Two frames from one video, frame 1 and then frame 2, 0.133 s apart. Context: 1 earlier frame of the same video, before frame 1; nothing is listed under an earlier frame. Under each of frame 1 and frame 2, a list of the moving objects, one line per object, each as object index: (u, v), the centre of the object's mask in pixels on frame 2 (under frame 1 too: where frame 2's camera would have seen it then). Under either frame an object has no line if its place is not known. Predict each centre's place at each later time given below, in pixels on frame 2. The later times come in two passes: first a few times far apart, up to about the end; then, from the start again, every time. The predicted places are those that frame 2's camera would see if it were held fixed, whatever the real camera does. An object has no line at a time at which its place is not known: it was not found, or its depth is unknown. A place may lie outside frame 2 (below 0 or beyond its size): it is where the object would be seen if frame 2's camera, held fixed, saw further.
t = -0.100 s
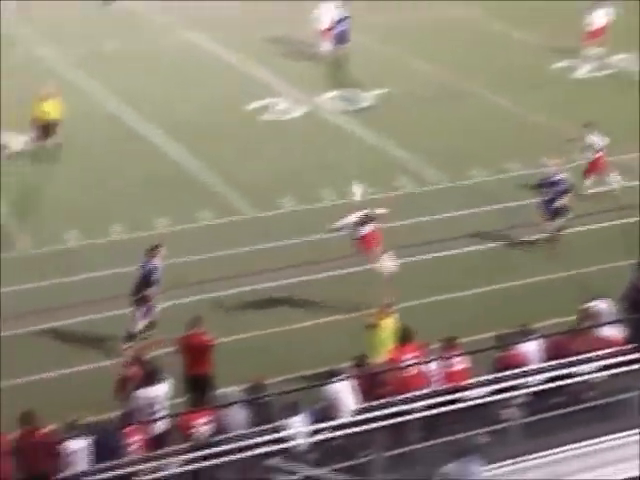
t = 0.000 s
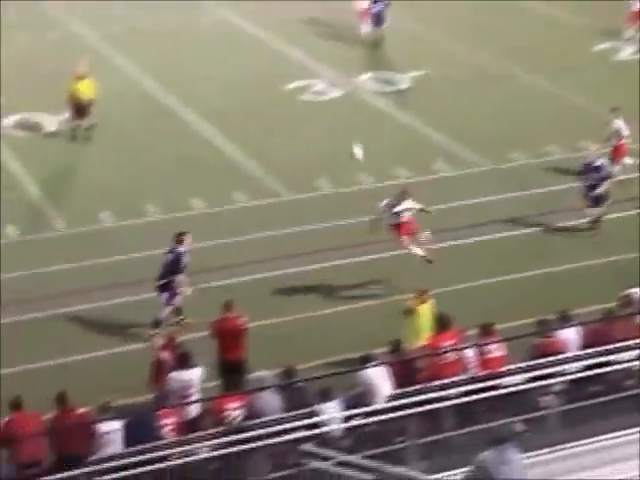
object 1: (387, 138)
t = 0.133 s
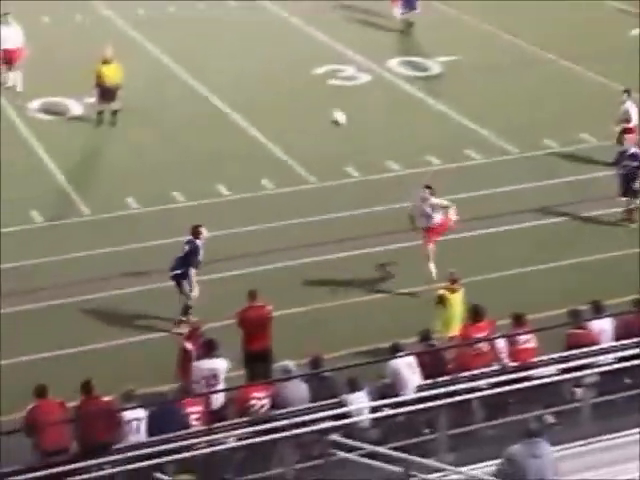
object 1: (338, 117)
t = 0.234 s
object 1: (301, 105)
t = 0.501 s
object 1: (202, 108)
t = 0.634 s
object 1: (152, 127)
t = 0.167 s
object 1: (326, 112)
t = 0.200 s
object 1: (313, 108)
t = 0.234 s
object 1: (301, 105)
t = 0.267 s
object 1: (289, 103)
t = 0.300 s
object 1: (276, 102)
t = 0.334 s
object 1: (264, 102)
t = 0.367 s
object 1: (251, 102)
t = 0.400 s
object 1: (238, 102)
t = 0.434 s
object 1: (225, 103)
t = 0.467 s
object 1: (215, 106)
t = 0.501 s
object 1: (202, 108)
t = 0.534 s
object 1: (190, 111)
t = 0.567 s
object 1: (179, 116)
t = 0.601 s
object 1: (166, 121)
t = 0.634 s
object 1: (152, 127)
